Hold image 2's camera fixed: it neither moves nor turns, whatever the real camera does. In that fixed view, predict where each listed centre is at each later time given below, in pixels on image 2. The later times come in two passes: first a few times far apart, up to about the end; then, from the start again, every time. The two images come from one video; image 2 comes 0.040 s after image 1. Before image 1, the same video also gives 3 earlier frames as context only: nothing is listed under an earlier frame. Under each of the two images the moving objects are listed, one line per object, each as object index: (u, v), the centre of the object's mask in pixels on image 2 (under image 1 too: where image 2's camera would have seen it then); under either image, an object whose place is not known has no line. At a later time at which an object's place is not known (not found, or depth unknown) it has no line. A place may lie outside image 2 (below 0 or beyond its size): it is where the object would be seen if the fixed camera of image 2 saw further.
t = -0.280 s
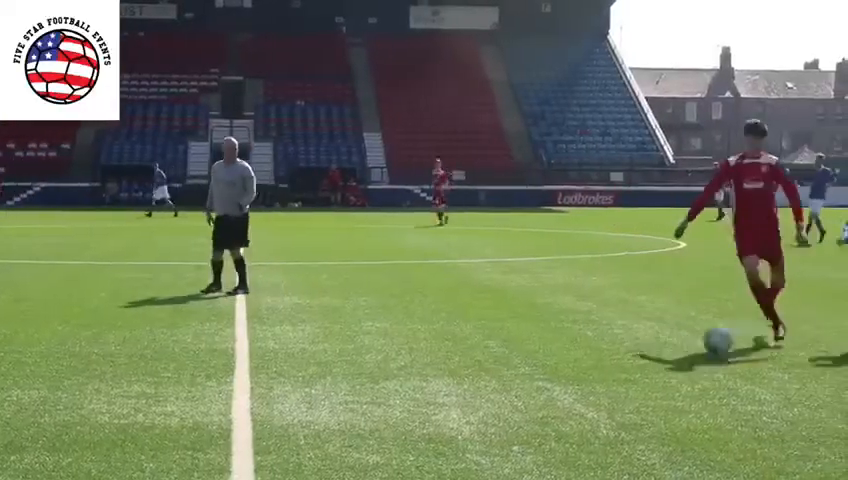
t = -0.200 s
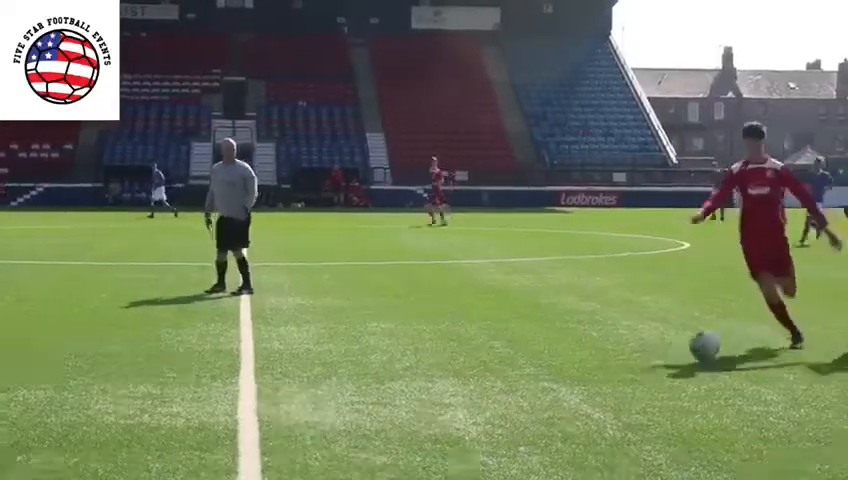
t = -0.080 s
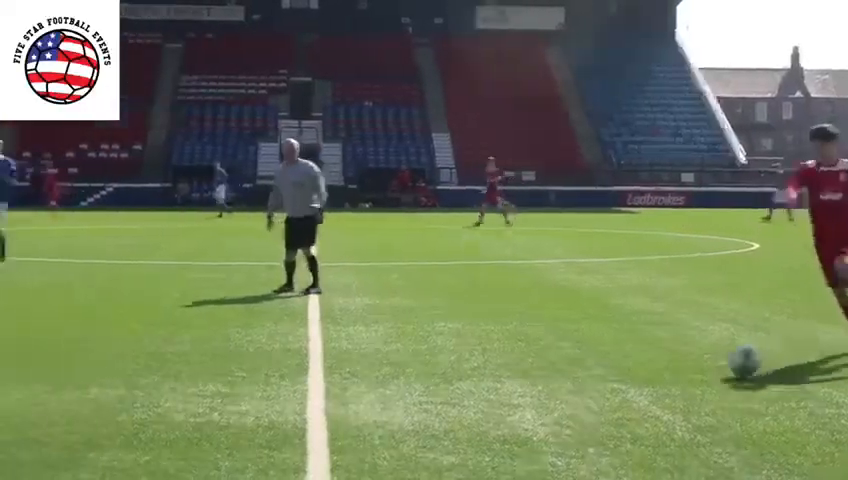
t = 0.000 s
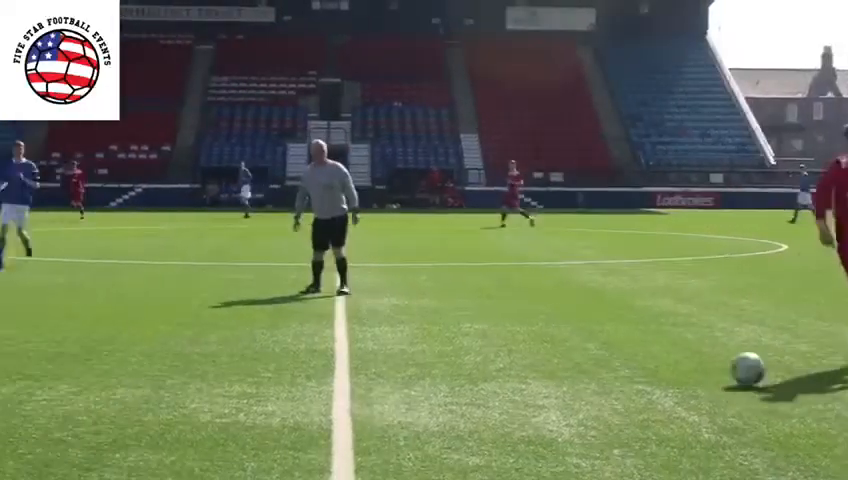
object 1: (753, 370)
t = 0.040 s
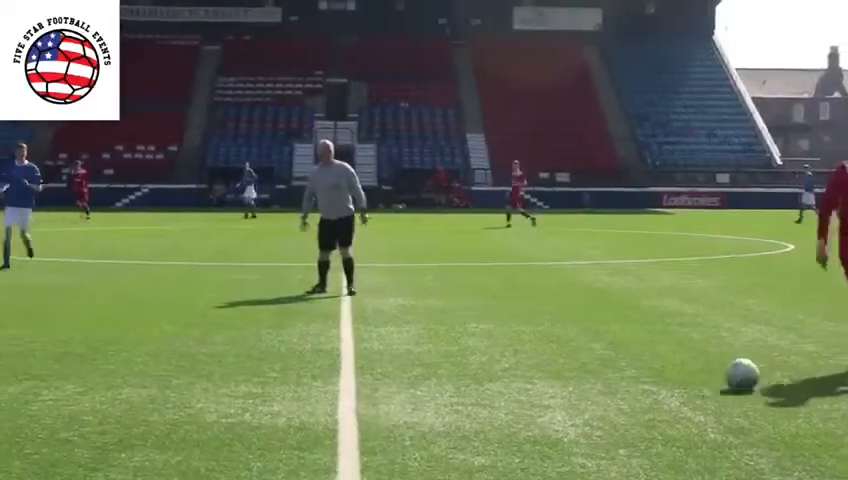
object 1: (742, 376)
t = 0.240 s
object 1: (673, 391)
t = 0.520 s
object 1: (556, 419)
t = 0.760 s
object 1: (433, 454)
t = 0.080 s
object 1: (729, 377)
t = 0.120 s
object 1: (716, 380)
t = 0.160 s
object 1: (701, 385)
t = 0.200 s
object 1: (686, 391)
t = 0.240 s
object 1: (673, 391)
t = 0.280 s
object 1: (658, 392)
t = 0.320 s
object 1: (643, 397)
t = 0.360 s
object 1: (626, 406)
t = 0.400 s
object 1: (609, 411)
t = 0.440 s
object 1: (593, 410)
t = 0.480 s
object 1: (576, 412)
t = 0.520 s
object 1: (556, 419)
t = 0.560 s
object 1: (540, 428)
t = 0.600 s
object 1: (519, 436)
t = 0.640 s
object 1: (499, 439)
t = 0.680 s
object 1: (478, 443)
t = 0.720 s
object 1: (456, 451)
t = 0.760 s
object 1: (433, 454)
